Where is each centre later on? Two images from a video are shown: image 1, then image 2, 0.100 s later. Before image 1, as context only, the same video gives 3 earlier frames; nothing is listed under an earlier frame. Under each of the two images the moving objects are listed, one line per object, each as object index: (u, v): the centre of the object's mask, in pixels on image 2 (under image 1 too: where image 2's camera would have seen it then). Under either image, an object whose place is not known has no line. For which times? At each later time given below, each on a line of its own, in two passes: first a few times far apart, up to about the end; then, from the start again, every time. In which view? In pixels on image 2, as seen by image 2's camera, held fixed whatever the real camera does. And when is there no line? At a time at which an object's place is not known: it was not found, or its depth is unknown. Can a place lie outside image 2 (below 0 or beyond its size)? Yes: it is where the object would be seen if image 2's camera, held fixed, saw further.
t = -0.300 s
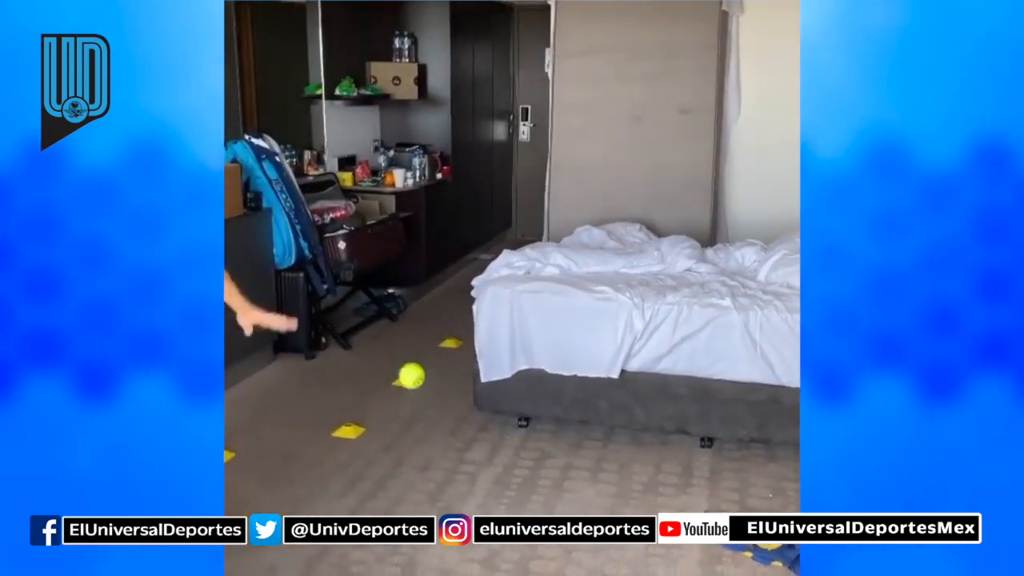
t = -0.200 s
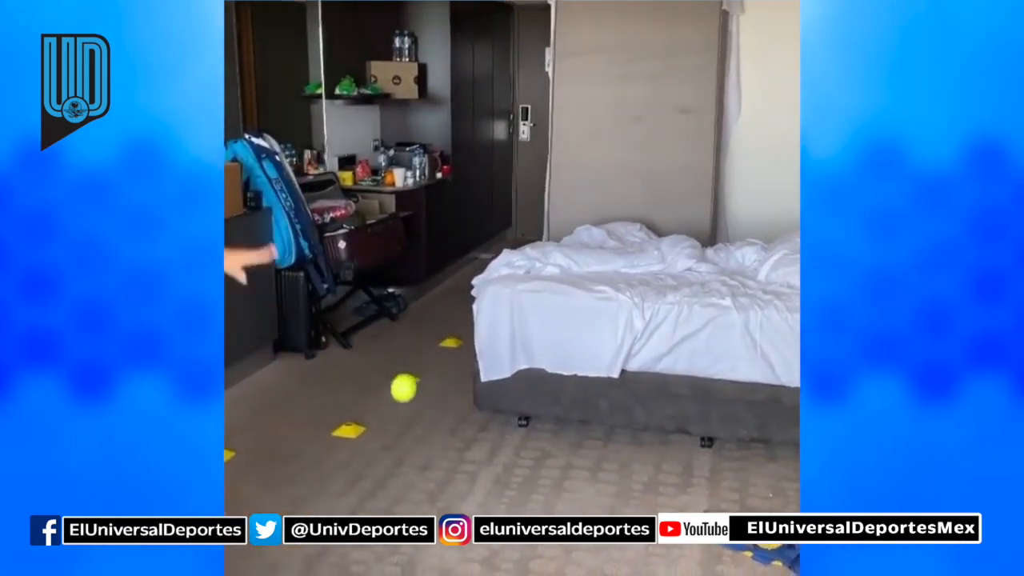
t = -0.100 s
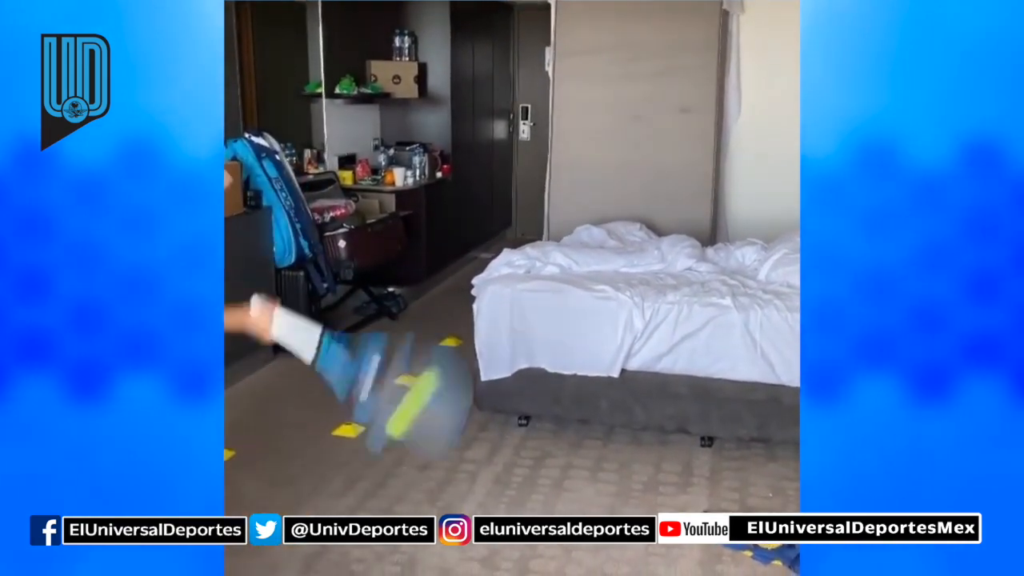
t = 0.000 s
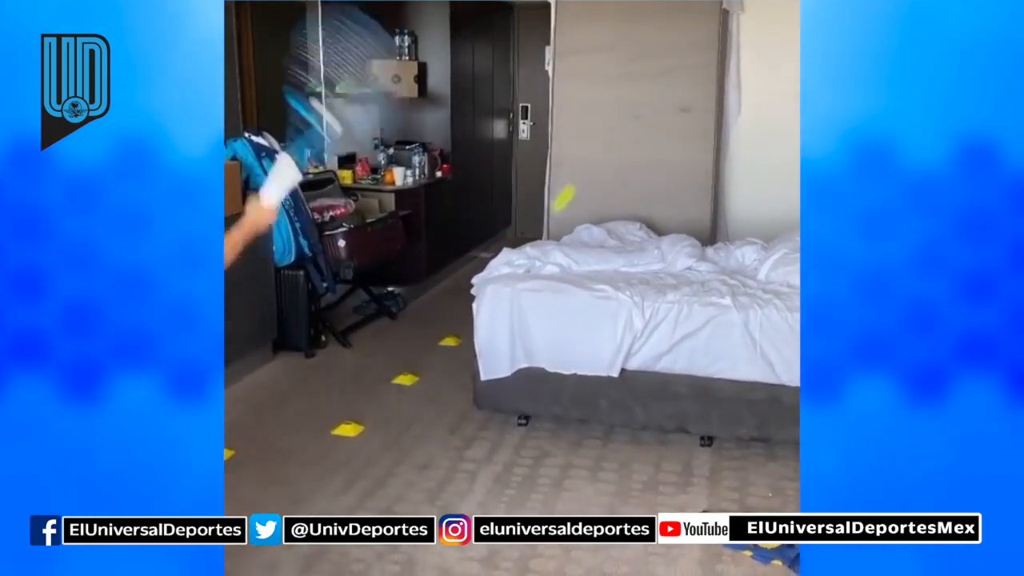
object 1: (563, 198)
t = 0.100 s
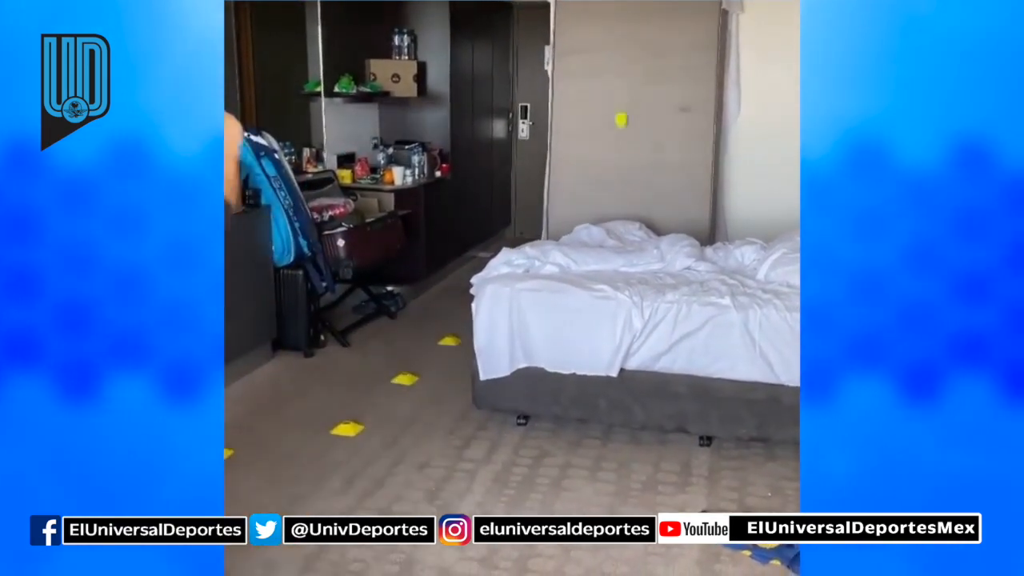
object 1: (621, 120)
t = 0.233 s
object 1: (629, 68)
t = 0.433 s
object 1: (642, 48)
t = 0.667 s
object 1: (654, 153)
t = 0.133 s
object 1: (623, 104)
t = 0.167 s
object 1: (625, 91)
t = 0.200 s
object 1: (627, 79)
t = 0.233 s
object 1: (629, 68)
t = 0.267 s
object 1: (631, 59)
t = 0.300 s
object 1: (633, 53)
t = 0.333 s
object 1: (635, 48)
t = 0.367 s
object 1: (637, 45)
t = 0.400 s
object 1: (640, 46)
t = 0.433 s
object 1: (642, 48)
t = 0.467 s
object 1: (643, 54)
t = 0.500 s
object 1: (645, 62)
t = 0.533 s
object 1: (647, 74)
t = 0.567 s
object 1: (649, 89)
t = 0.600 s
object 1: (650, 107)
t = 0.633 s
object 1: (652, 128)
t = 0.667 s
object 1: (654, 153)
